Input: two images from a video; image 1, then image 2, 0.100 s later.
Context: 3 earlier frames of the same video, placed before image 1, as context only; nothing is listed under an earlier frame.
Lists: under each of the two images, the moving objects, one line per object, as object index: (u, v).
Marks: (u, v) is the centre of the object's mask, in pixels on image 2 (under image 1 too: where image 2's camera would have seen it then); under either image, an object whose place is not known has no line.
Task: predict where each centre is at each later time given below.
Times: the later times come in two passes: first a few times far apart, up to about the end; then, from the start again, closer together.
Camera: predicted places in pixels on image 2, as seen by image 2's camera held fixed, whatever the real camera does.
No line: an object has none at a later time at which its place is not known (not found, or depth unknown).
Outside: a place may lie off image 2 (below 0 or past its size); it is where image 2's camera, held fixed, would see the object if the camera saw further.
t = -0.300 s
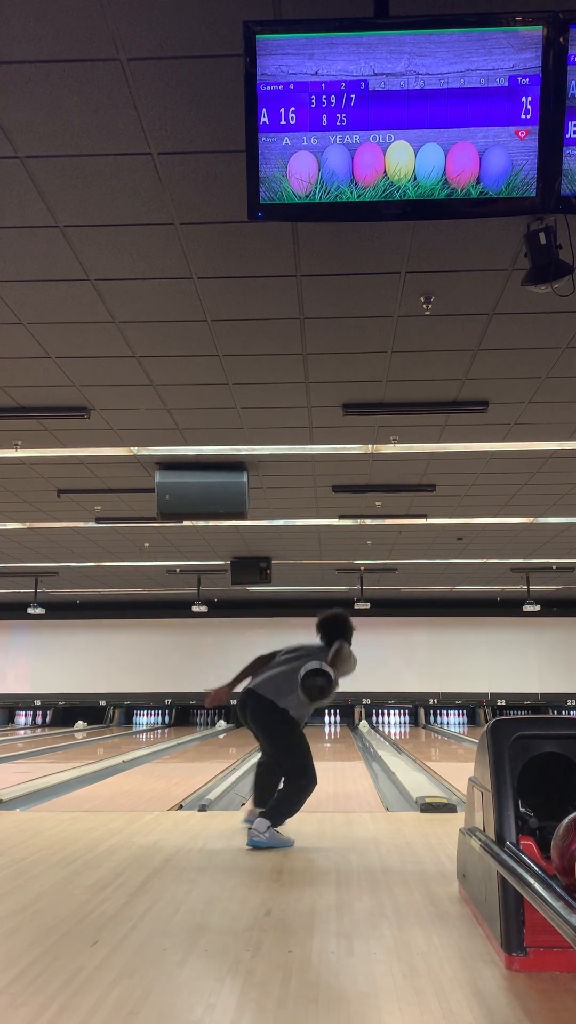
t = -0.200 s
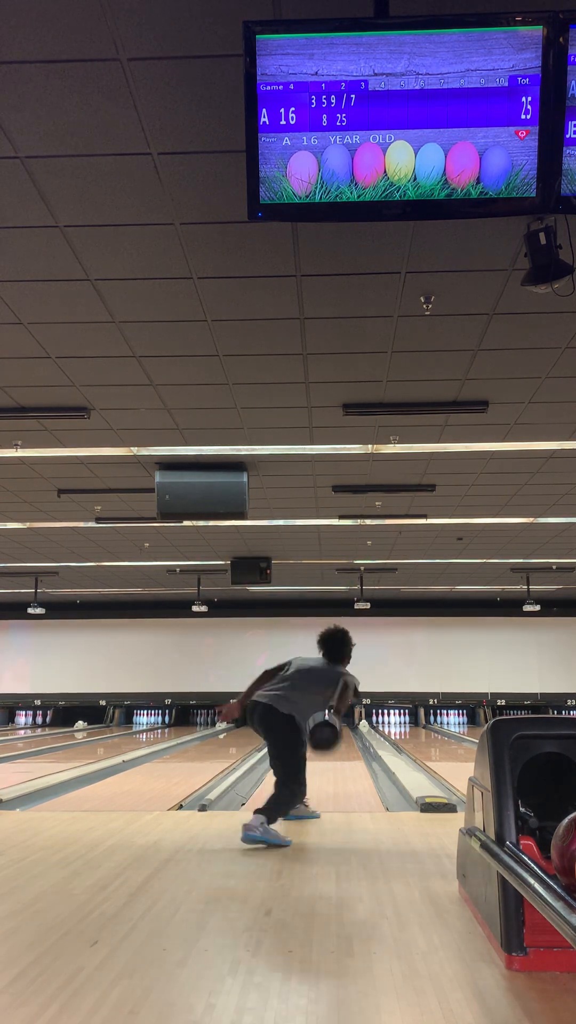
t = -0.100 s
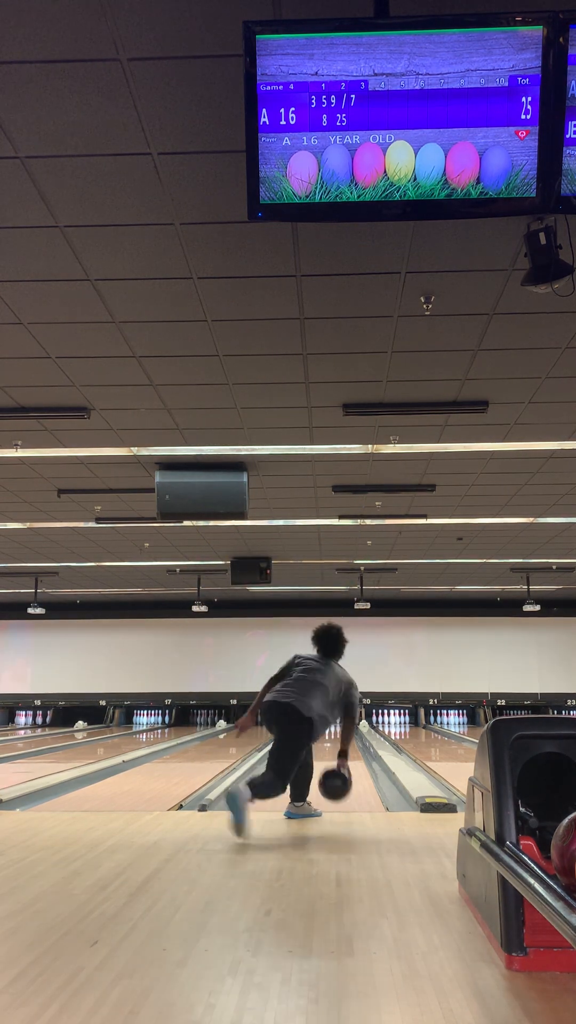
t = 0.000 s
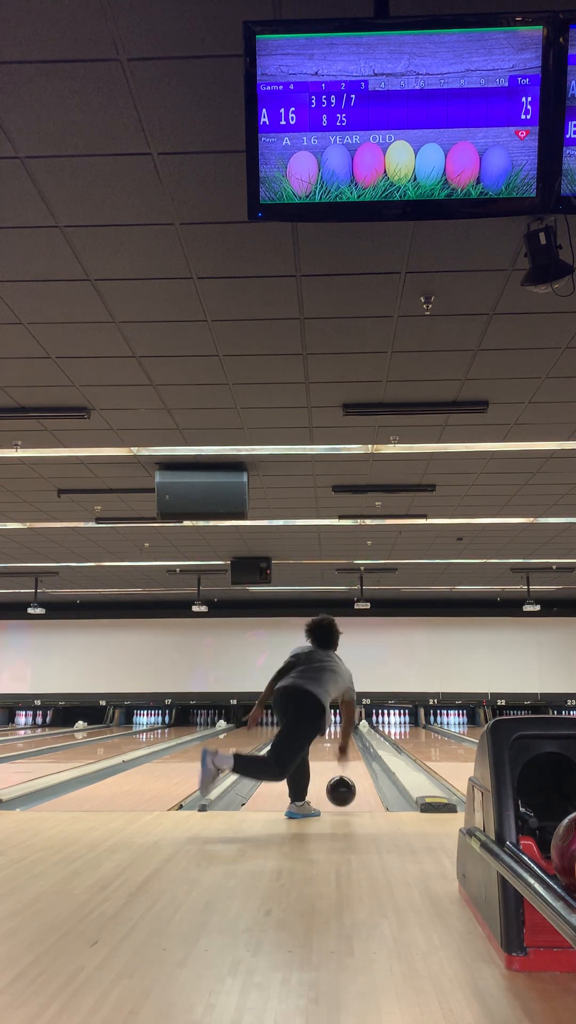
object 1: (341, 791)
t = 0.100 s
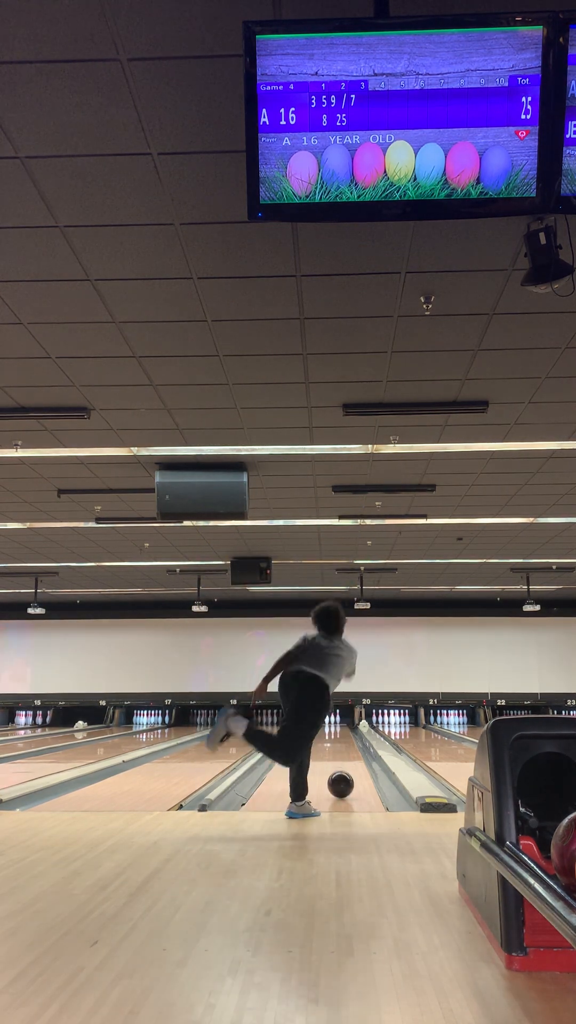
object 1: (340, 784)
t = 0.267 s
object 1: (340, 769)
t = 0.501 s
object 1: (339, 755)
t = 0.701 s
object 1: (342, 748)
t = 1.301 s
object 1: (337, 731)
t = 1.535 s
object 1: (336, 727)
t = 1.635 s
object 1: (336, 726)
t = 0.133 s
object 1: (340, 780)
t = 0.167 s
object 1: (340, 778)
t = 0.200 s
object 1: (340, 775)
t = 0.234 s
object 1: (340, 772)
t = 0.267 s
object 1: (340, 769)
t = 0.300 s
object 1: (340, 766)
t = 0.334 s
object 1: (340, 764)
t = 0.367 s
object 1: (340, 763)
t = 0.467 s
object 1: (336, 757)
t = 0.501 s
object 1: (339, 755)
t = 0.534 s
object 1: (339, 753)
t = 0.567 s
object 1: (339, 752)
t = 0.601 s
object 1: (340, 750)
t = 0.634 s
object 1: (340, 749)
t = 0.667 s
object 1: (341, 749)
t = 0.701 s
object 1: (342, 748)
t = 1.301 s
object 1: (337, 731)
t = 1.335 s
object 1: (337, 731)
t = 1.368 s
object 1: (336, 730)
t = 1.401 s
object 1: (336, 729)
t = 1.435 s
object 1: (336, 729)
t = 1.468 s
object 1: (336, 728)
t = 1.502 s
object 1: (336, 728)
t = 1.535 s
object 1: (336, 727)
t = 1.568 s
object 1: (336, 727)
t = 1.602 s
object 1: (336, 726)
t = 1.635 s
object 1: (336, 726)
